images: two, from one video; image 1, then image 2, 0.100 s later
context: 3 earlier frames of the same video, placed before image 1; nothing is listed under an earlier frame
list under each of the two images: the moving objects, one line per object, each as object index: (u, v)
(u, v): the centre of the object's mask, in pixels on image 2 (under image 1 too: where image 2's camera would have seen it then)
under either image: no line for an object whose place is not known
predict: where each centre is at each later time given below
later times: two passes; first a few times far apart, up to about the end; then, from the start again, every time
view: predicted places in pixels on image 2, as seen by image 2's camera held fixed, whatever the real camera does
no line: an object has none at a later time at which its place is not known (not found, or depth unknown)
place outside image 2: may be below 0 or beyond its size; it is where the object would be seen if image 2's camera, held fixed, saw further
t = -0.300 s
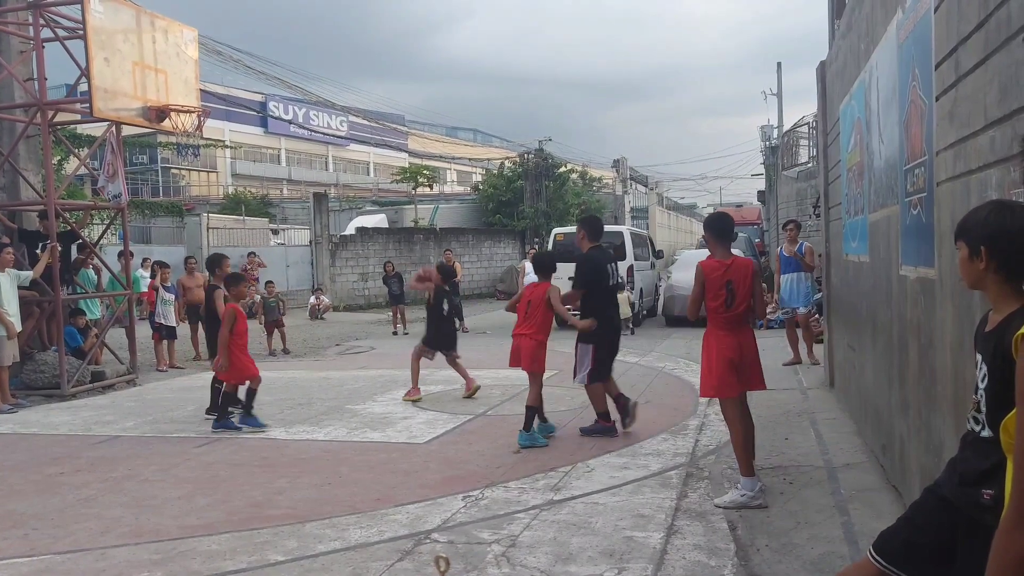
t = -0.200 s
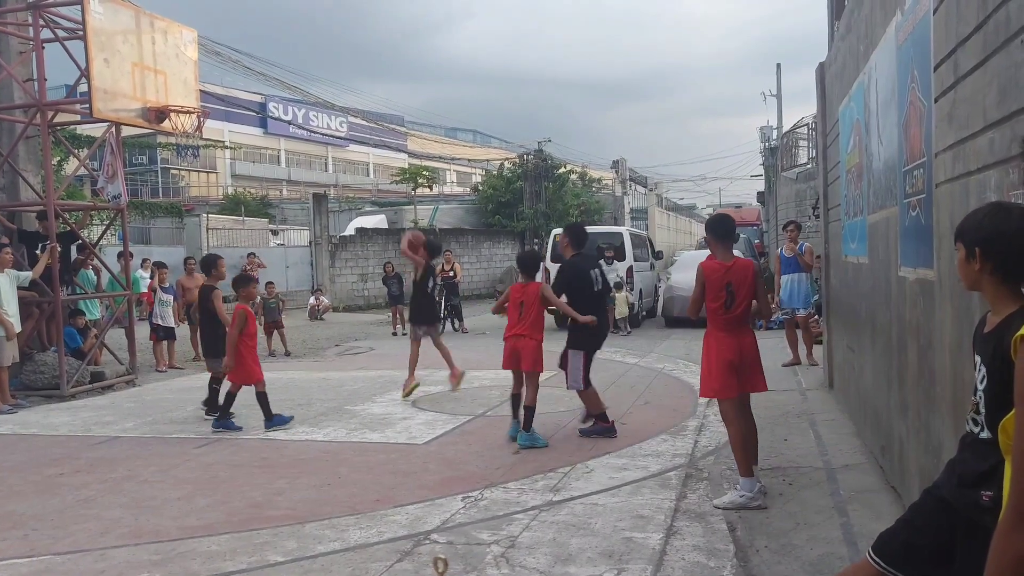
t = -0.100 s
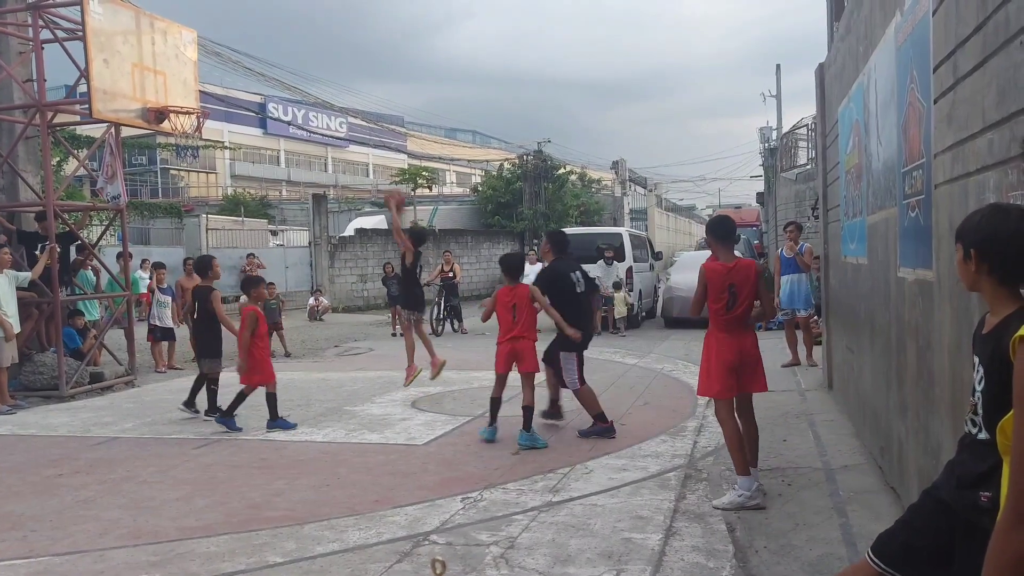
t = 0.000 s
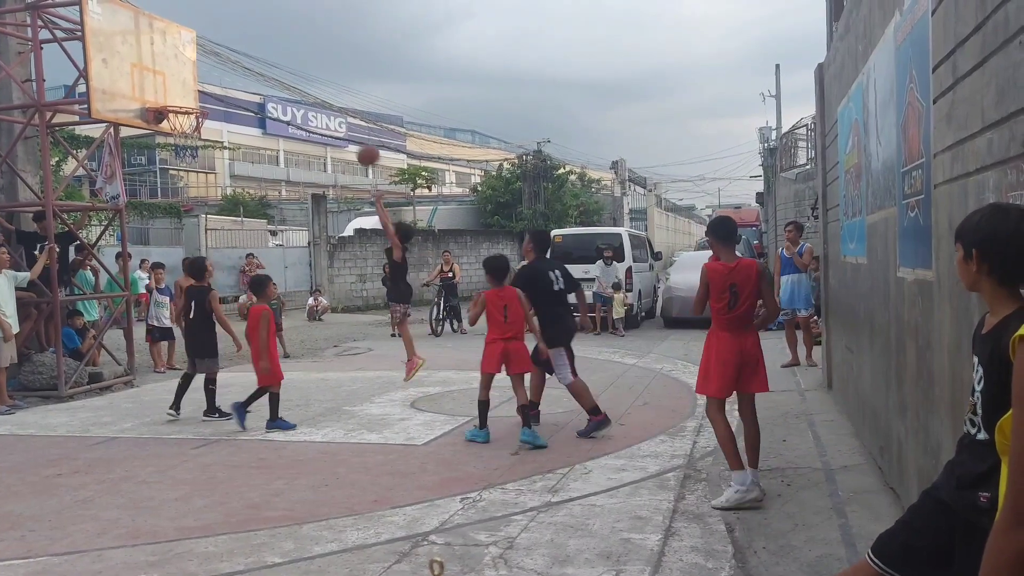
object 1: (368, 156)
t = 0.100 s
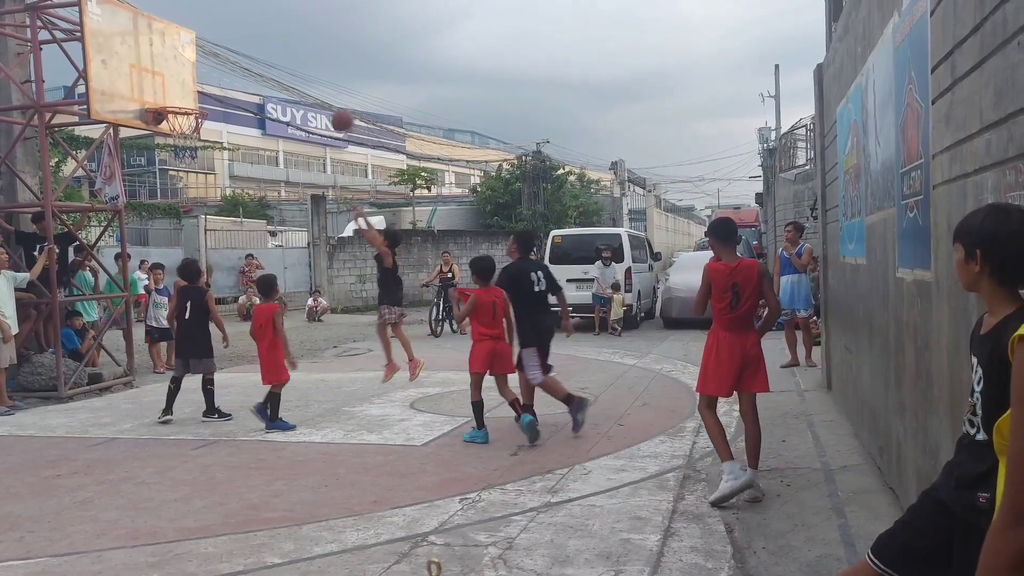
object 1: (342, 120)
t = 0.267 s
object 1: (301, 84)
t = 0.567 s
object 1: (234, 85)
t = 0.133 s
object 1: (334, 111)
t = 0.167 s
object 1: (326, 103)
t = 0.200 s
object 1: (317, 96)
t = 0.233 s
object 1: (309, 89)
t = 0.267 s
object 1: (301, 84)
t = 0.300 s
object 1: (293, 80)
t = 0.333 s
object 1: (285, 77)
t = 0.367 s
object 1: (278, 75)
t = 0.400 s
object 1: (270, 74)
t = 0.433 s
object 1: (263, 75)
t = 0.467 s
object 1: (255, 75)
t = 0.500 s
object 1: (248, 78)
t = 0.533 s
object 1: (241, 81)
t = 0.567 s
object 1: (234, 85)
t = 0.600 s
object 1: (227, 90)
